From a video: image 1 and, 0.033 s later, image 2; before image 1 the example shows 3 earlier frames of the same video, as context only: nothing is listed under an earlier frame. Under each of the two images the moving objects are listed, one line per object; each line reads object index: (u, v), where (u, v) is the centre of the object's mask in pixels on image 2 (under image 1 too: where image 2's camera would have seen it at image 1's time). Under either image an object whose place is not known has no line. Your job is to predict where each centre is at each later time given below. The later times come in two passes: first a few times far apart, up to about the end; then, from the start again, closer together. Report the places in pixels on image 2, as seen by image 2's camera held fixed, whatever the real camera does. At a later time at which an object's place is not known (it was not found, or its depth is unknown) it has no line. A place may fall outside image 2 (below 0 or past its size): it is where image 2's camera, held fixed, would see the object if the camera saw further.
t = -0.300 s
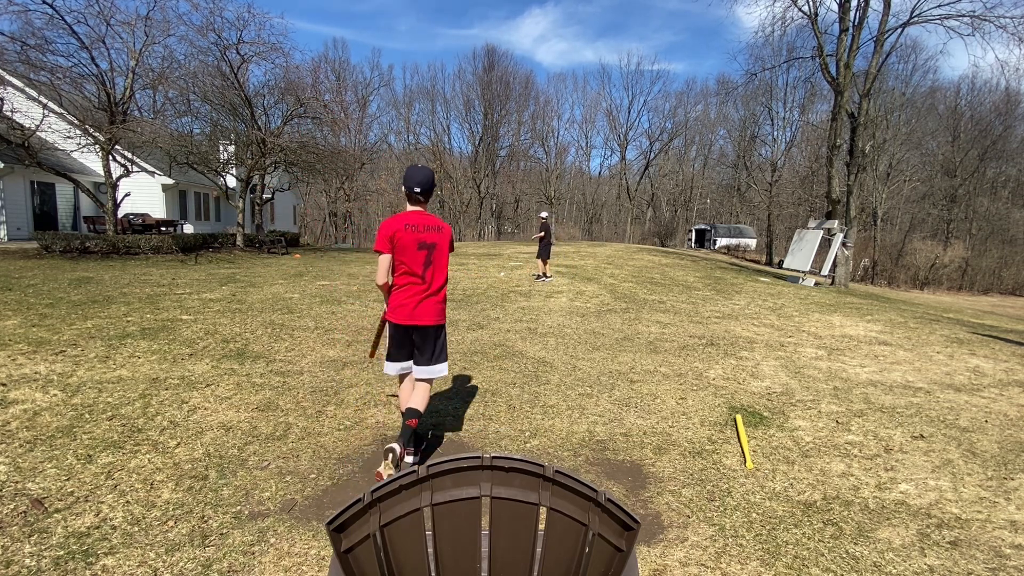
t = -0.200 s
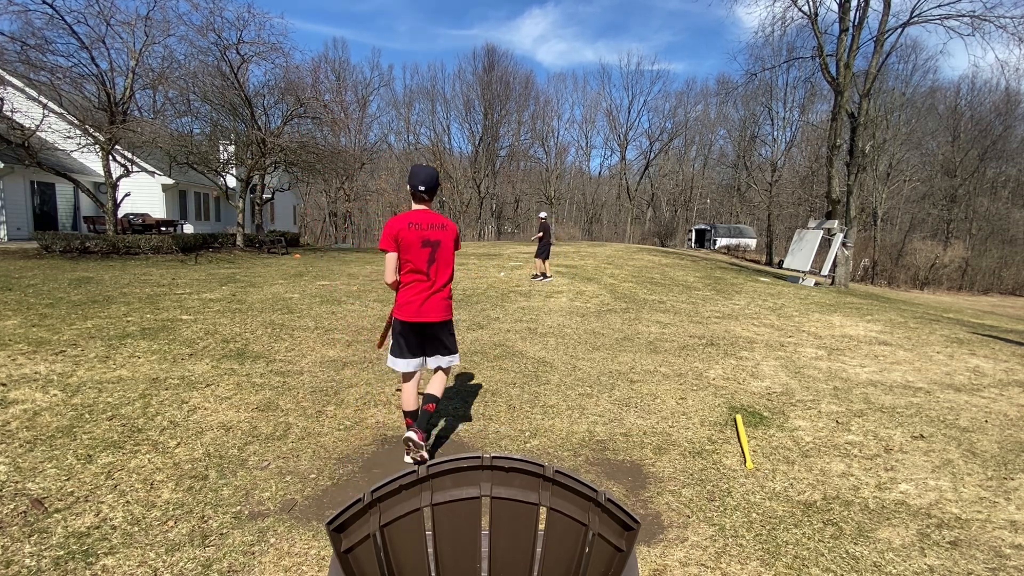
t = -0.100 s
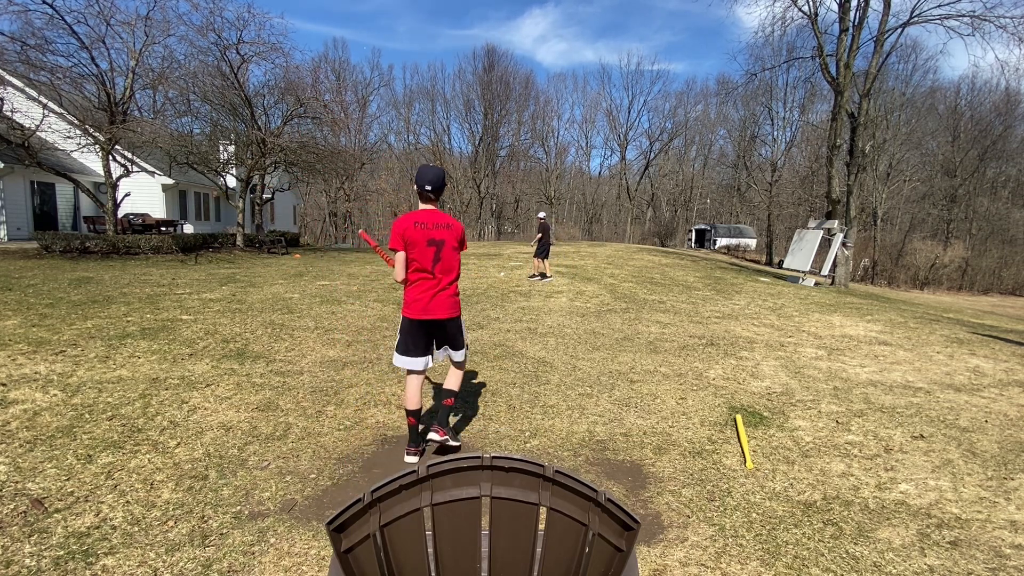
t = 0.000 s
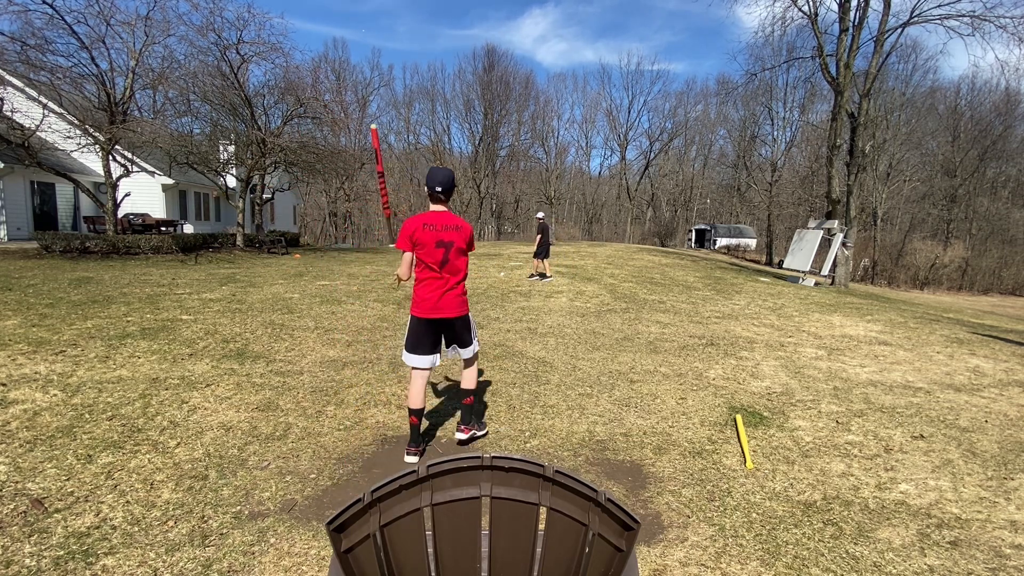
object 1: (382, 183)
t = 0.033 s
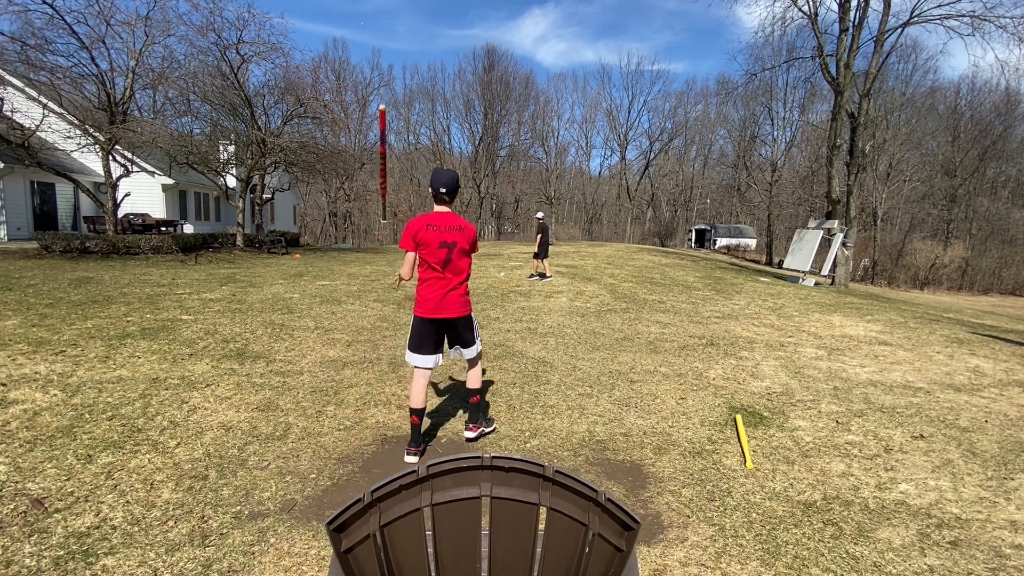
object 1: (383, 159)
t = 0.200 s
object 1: (387, 88)
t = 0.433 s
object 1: (396, 57)
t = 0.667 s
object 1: (398, 112)
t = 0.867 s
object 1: (402, 223)
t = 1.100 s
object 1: (412, 415)
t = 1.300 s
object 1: (412, 415)
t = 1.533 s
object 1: (410, 430)
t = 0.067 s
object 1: (384, 140)
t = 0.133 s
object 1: (387, 112)
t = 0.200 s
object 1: (387, 88)
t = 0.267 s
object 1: (387, 68)
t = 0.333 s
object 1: (390, 60)
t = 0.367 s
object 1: (392, 53)
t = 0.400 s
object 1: (395, 52)
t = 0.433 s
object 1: (396, 57)
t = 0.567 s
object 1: (396, 83)
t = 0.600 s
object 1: (396, 90)
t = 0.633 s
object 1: (397, 101)
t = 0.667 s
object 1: (398, 112)
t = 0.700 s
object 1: (400, 127)
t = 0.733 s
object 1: (401, 145)
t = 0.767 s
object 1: (401, 164)
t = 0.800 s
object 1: (401, 184)
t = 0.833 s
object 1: (402, 204)
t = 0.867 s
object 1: (402, 223)
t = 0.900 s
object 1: (403, 245)
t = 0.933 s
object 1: (403, 266)
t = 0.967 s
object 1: (405, 292)
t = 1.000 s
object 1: (407, 320)
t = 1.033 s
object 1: (409, 349)
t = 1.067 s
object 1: (412, 380)
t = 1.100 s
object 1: (412, 415)
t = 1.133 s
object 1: (412, 424)
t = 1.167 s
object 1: (413, 420)
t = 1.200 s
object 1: (413, 417)
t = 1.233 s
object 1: (413, 416)
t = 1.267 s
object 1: (413, 415)
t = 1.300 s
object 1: (412, 415)
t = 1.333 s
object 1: (412, 417)
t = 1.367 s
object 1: (411, 420)
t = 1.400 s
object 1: (410, 423)
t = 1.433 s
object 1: (410, 427)
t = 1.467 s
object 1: (410, 430)
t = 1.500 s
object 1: (410, 431)
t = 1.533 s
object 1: (410, 430)
